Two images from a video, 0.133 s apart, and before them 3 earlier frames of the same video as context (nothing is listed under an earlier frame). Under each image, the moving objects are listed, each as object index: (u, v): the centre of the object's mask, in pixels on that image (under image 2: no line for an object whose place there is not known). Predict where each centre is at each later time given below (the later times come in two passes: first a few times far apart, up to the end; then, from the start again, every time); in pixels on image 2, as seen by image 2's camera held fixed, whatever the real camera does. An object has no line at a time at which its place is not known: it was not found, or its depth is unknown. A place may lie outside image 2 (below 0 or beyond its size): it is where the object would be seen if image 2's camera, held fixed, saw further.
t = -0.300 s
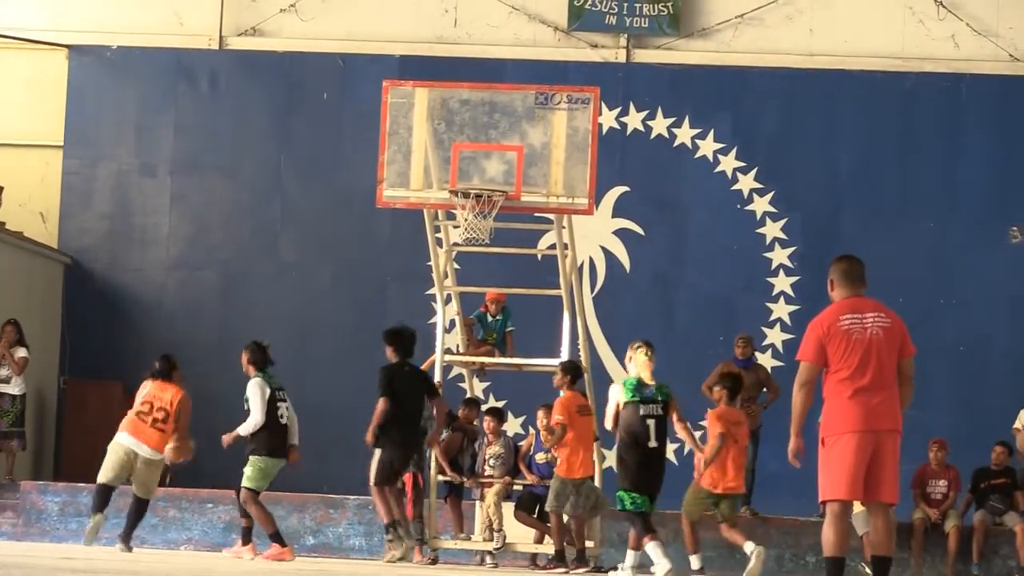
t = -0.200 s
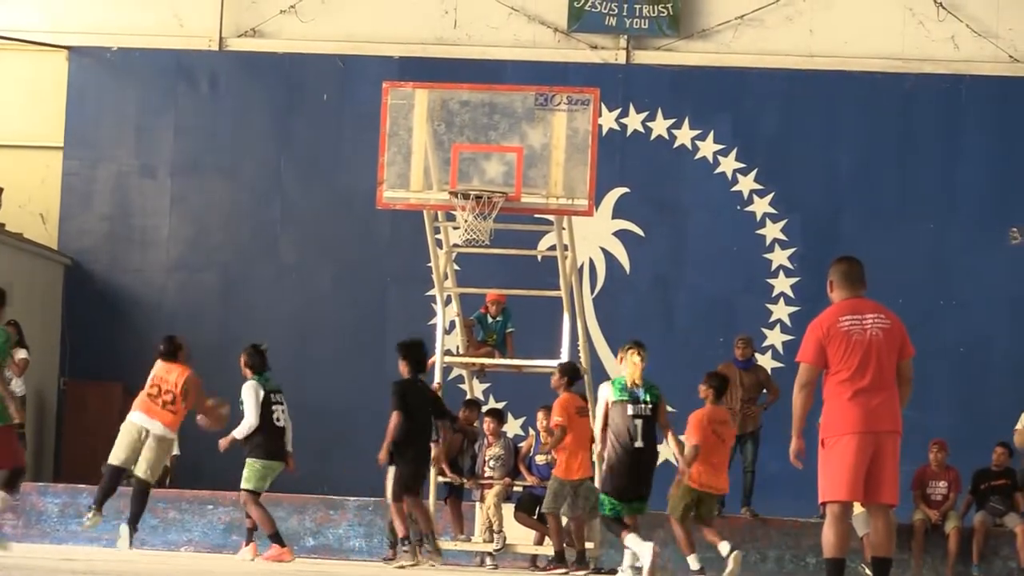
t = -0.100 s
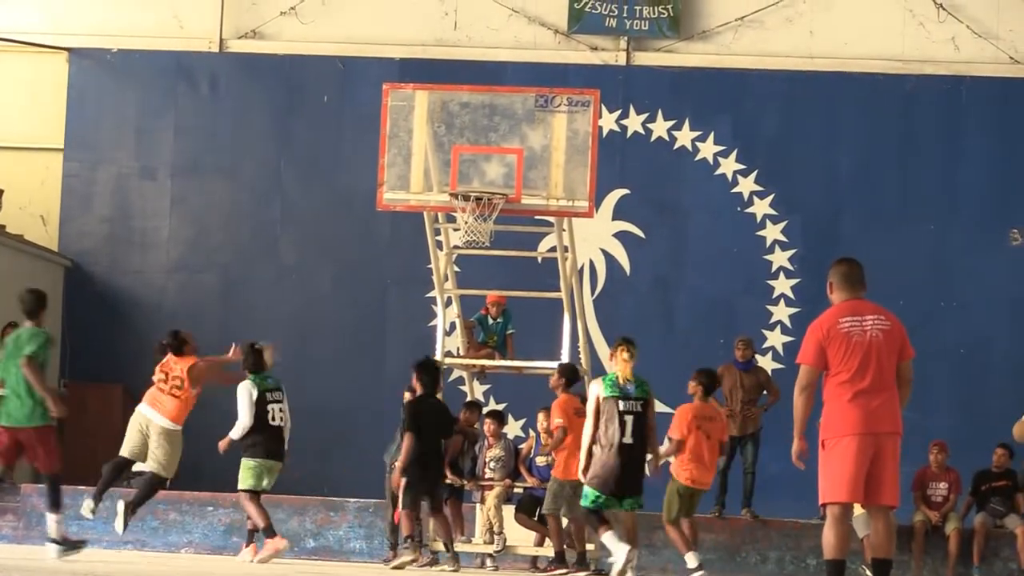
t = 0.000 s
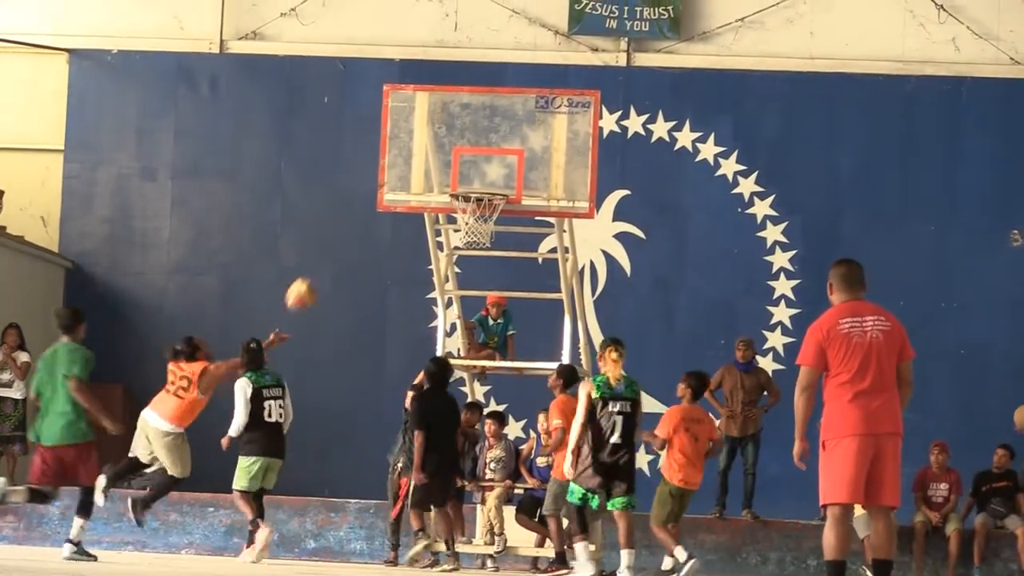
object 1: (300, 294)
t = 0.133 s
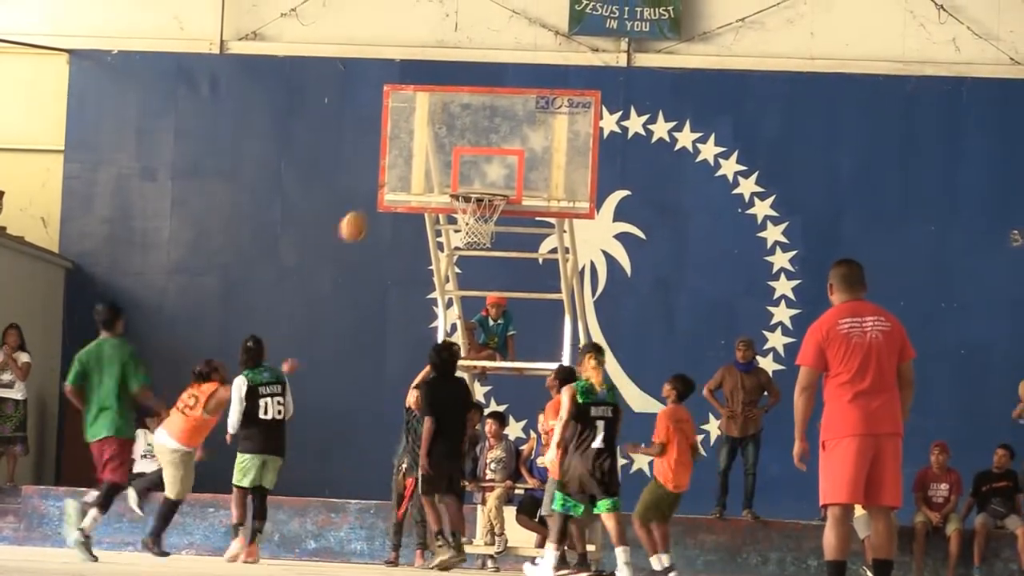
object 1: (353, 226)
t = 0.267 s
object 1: (404, 181)
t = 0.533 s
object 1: (454, 150)
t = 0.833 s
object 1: (486, 173)
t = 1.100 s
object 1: (521, 181)
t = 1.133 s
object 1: (525, 185)
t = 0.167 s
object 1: (365, 213)
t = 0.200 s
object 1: (378, 202)
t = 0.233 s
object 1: (392, 191)
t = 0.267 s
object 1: (404, 181)
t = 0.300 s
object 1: (417, 172)
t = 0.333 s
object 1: (429, 166)
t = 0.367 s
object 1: (435, 159)
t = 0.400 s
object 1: (440, 155)
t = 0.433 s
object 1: (442, 151)
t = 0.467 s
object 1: (446, 150)
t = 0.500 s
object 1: (450, 149)
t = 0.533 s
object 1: (454, 150)
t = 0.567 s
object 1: (458, 152)
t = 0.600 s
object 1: (461, 155)
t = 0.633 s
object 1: (465, 159)
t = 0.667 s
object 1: (470, 165)
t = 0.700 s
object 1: (472, 174)
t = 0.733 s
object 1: (475, 178)
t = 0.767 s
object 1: (479, 175)
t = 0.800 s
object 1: (482, 173)
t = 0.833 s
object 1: (486, 173)
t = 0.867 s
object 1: (490, 174)
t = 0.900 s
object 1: (494, 177)
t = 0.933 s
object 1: (497, 178)
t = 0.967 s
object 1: (502, 177)
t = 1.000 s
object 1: (507, 177)
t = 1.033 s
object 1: (511, 177)
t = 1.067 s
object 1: (516, 178)
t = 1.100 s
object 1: (521, 181)
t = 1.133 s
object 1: (525, 185)
